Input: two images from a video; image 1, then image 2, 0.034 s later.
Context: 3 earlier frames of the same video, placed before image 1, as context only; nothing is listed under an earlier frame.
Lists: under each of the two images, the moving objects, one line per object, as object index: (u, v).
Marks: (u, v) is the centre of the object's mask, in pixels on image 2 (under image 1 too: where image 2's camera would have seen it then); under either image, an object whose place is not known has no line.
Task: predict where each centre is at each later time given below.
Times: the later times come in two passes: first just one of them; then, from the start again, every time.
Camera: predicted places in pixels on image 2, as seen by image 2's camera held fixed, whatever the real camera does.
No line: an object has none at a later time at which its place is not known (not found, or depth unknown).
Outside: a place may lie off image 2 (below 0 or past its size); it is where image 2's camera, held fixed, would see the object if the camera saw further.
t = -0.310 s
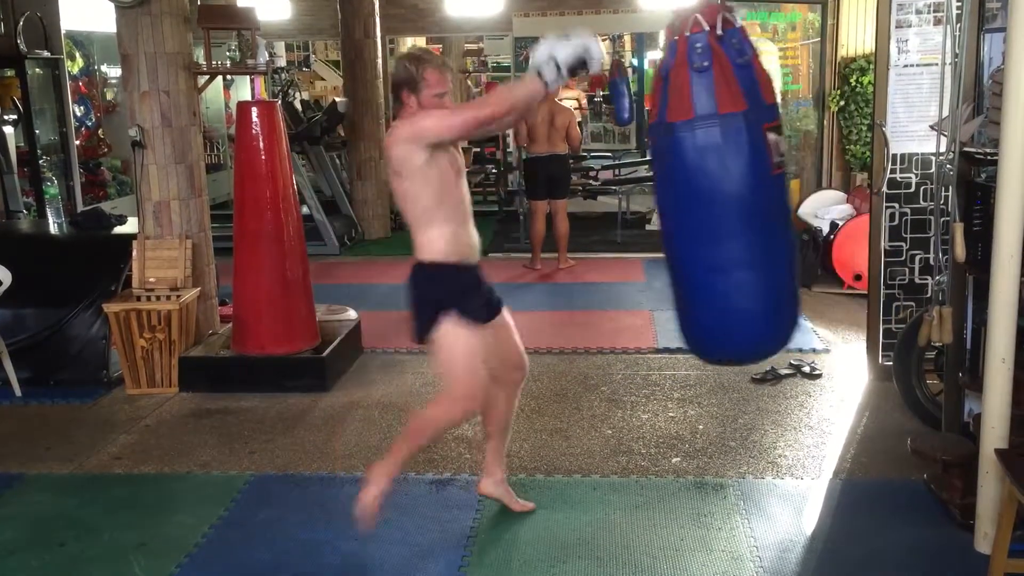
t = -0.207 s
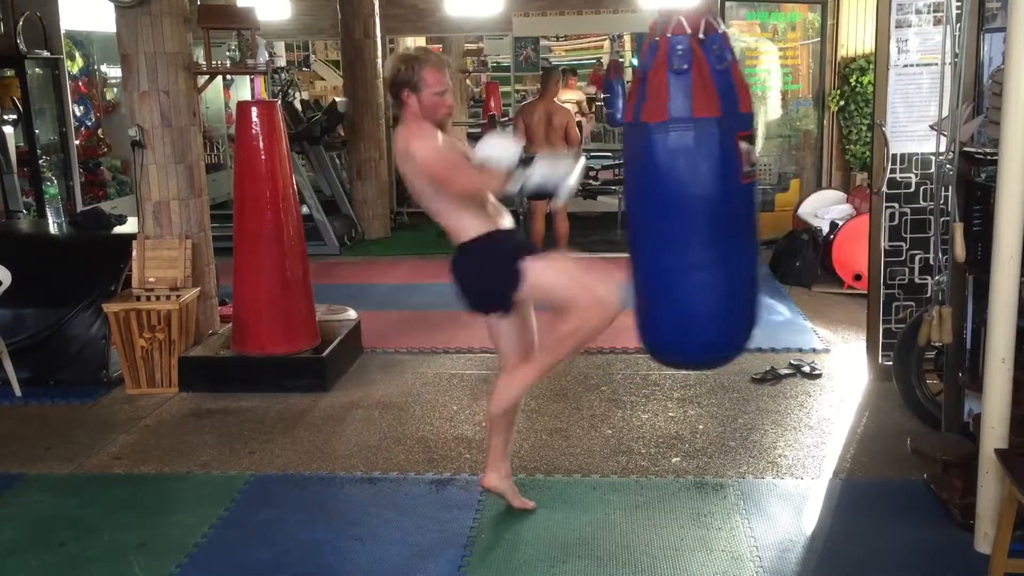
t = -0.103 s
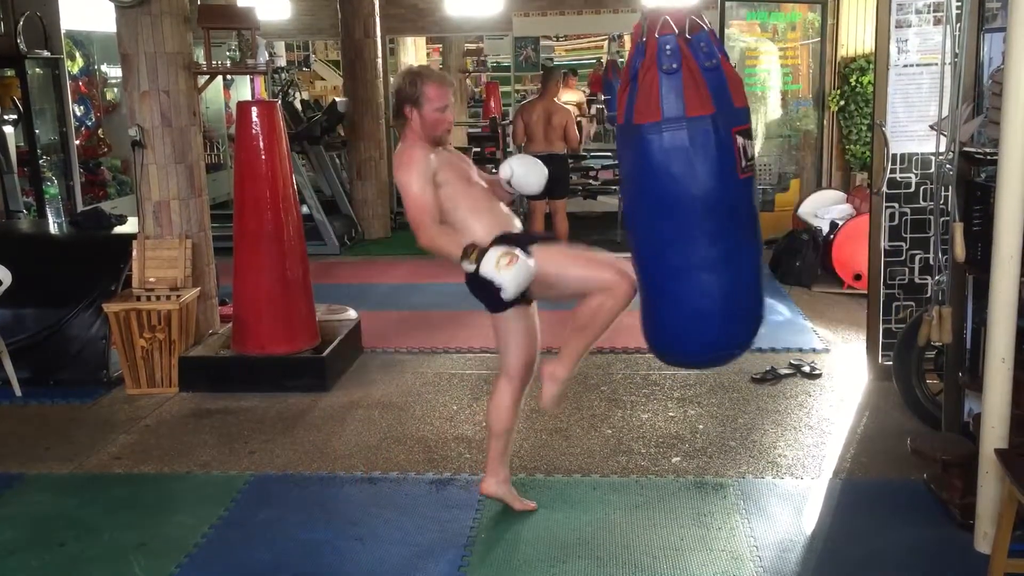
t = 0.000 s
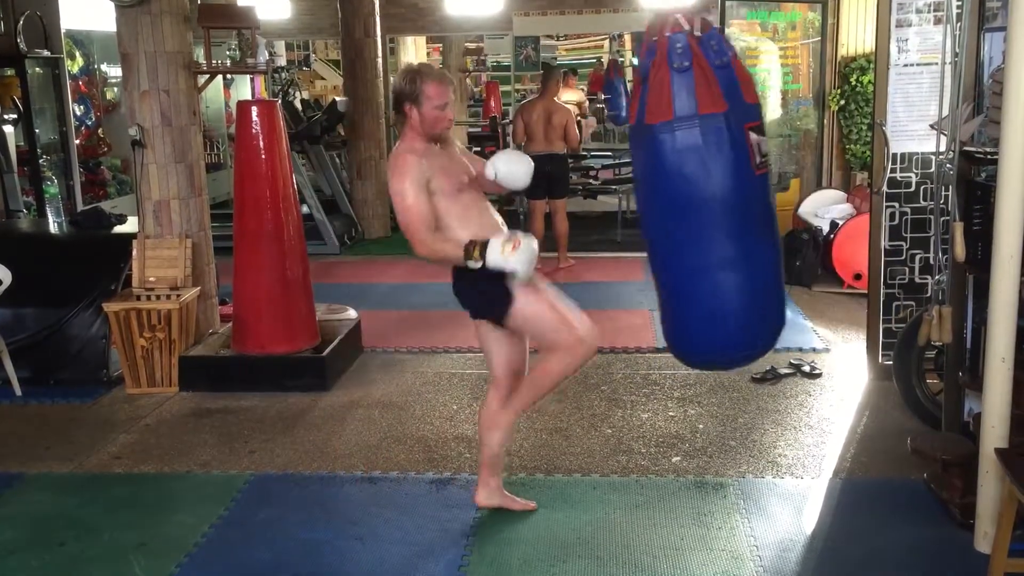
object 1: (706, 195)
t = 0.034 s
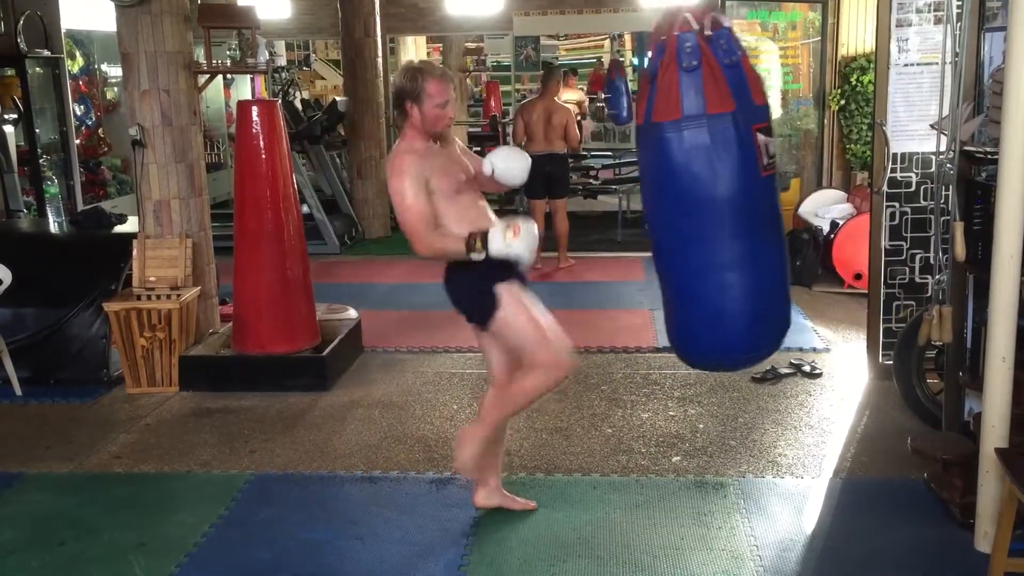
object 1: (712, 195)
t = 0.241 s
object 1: (737, 193)
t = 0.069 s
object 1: (718, 196)
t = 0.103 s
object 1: (724, 195)
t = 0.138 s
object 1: (729, 194)
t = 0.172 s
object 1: (732, 193)
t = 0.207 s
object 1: (735, 192)
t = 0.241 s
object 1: (737, 193)
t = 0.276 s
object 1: (738, 195)
